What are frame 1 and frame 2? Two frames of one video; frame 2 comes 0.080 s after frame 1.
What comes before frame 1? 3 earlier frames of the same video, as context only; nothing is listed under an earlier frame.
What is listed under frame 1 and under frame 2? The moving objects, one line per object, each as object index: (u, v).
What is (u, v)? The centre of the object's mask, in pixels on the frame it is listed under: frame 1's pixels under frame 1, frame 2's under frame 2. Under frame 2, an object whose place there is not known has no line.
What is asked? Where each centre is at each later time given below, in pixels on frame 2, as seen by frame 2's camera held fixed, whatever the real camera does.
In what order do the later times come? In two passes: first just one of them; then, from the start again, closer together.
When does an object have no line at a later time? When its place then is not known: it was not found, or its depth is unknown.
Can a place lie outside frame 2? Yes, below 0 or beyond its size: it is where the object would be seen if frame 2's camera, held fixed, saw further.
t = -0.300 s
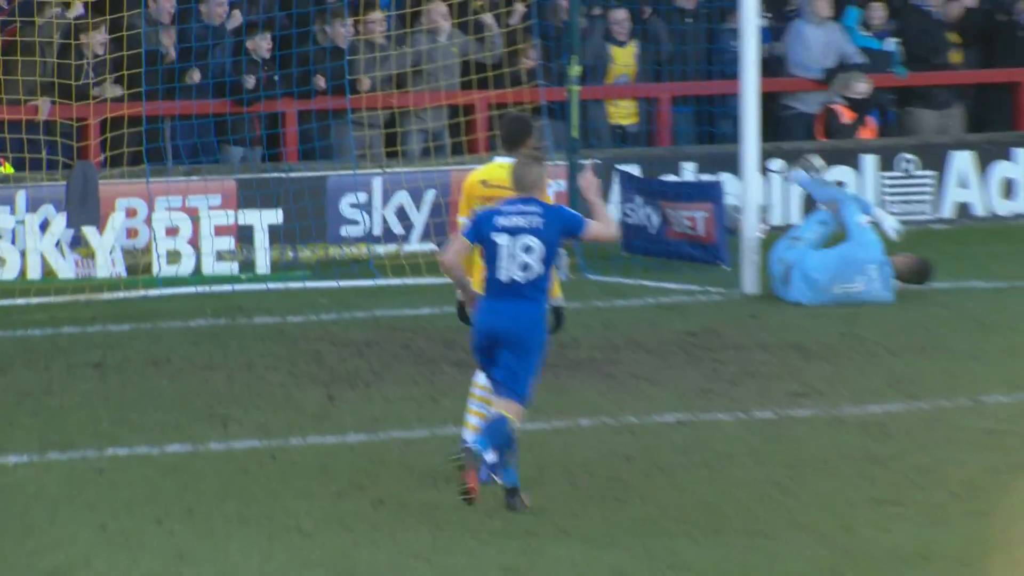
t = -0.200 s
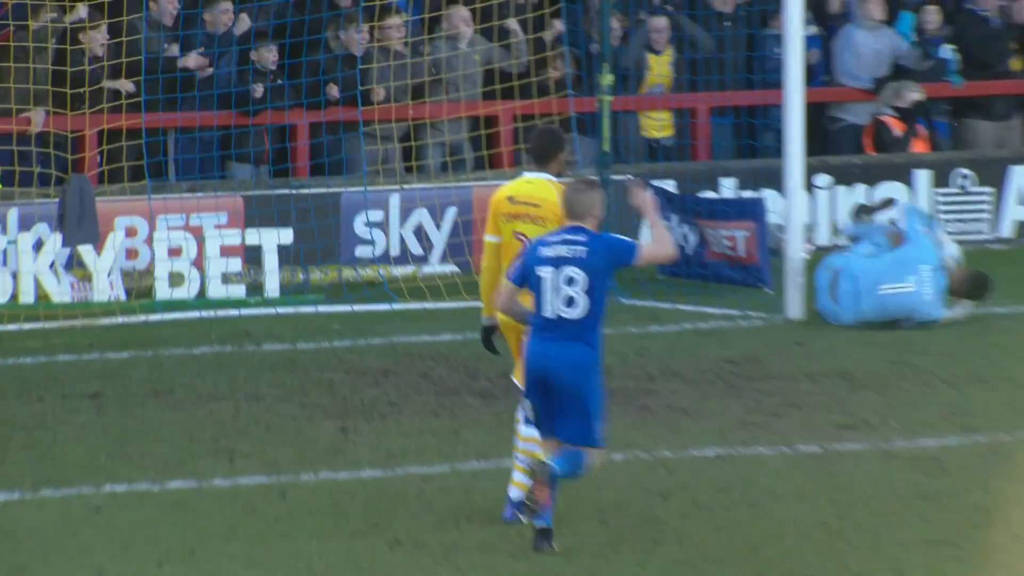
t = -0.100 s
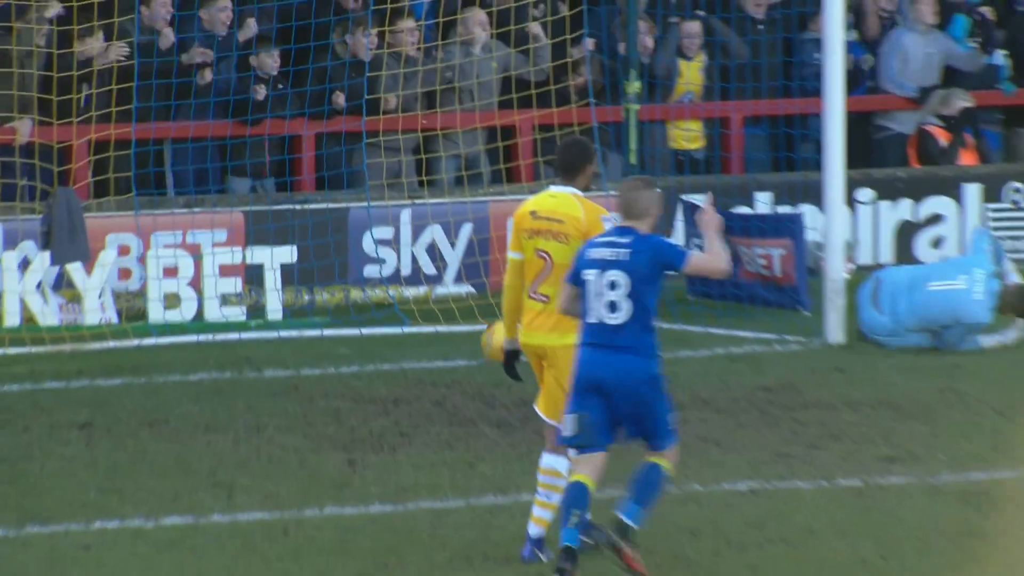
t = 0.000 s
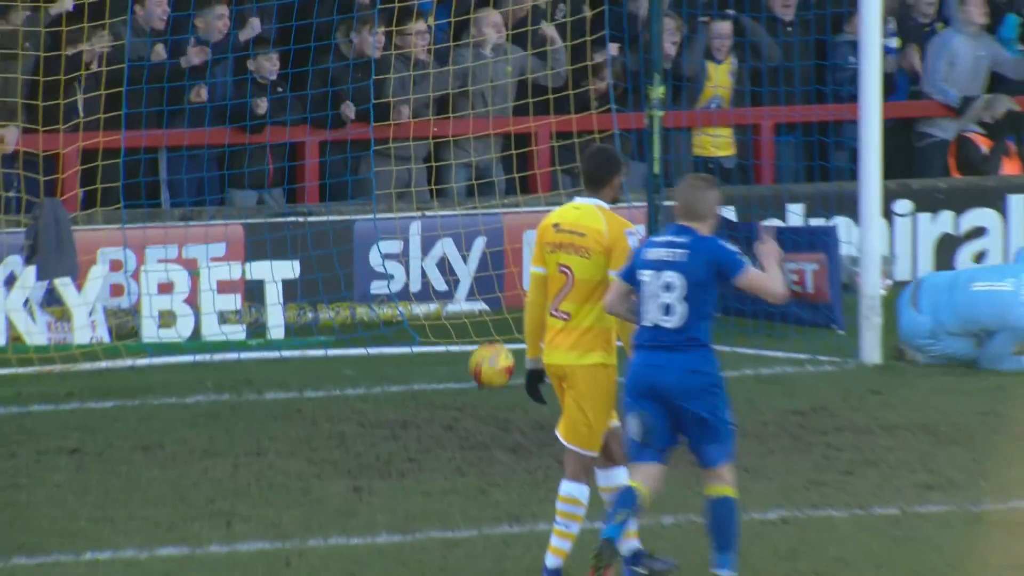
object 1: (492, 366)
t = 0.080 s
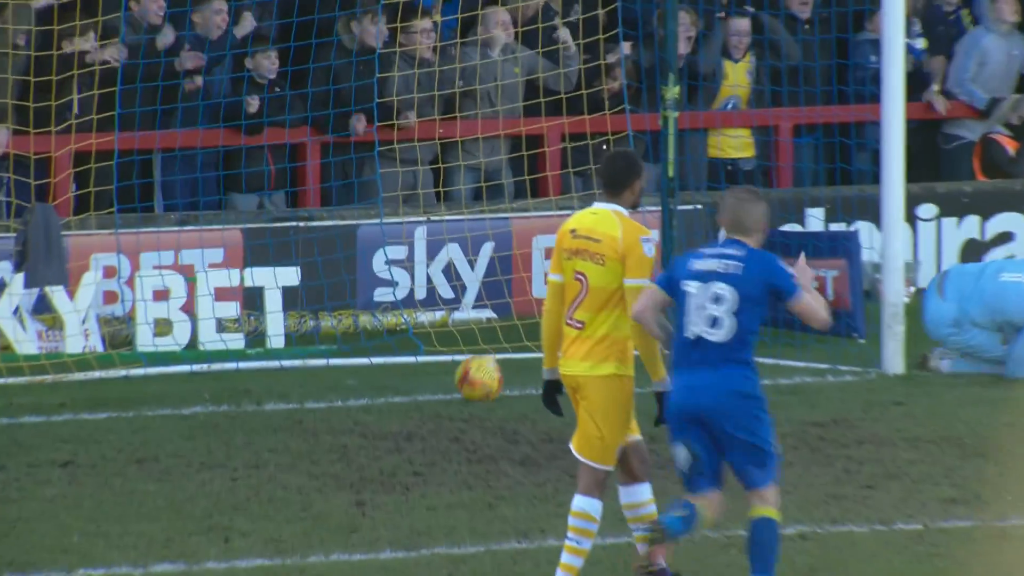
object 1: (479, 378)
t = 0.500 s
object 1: (379, 390)
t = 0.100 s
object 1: (474, 379)
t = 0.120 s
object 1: (469, 381)
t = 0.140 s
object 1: (465, 381)
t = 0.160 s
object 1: (460, 382)
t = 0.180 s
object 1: (456, 383)
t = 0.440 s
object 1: (393, 389)
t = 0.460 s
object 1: (388, 390)
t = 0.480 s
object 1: (383, 390)
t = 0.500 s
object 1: (379, 390)
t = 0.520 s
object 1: (374, 390)
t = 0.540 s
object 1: (370, 391)
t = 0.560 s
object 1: (366, 391)
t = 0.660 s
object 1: (342, 392)
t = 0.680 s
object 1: (337, 393)
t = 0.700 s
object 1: (333, 393)
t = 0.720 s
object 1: (329, 394)
